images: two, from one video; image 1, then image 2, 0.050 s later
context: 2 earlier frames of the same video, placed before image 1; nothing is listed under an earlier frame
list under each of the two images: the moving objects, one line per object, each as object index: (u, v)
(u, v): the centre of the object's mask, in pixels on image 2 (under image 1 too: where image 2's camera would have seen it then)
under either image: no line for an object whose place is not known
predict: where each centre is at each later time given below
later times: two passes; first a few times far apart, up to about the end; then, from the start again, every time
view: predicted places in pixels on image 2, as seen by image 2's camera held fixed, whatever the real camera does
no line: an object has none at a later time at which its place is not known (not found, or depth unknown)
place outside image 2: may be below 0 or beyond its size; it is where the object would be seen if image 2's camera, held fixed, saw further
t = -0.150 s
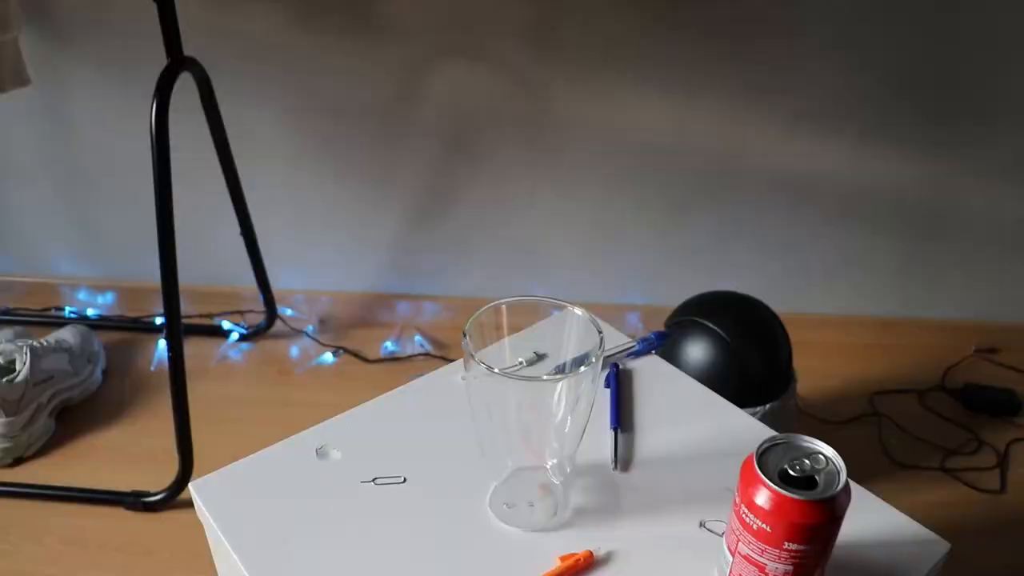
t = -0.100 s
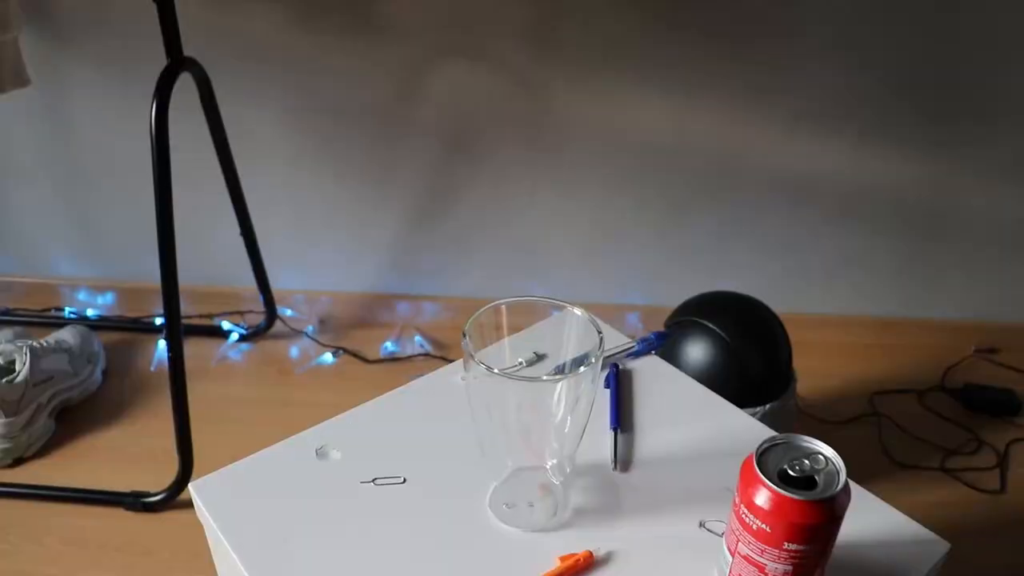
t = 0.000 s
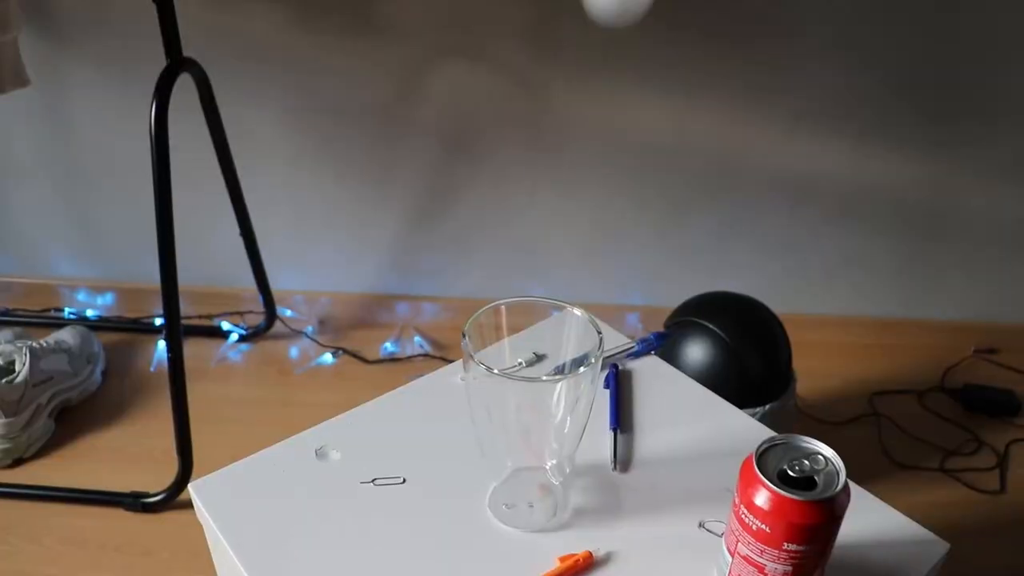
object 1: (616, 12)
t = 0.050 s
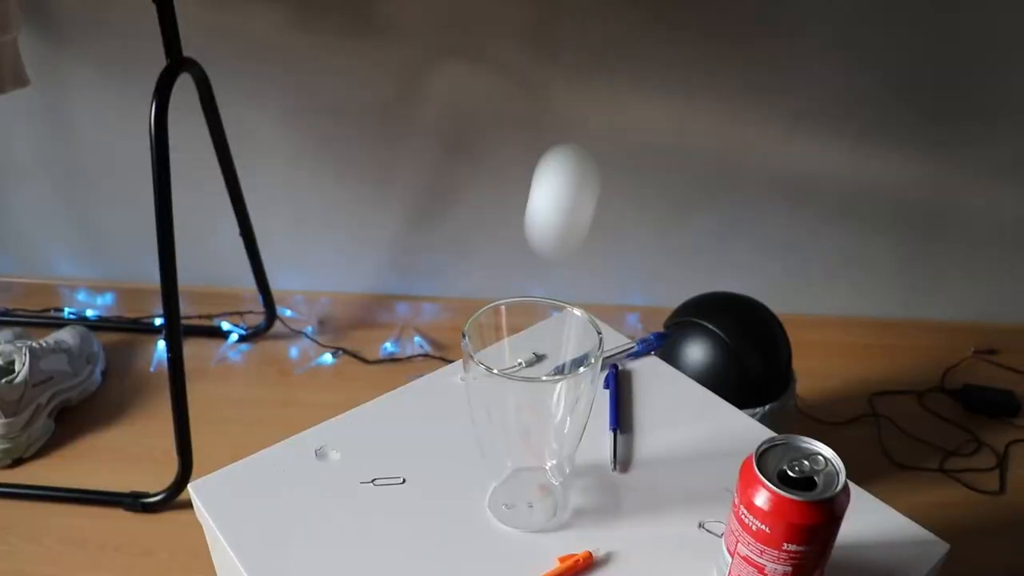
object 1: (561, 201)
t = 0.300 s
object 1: (521, 408)
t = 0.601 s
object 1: (523, 406)
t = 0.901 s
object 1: (520, 421)
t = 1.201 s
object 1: (525, 442)
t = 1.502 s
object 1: (525, 467)
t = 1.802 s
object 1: (528, 463)
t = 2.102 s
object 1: (528, 463)
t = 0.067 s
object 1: (542, 272)
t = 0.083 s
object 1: (520, 340)
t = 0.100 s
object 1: (518, 411)
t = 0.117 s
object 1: (522, 413)
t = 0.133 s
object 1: (534, 407)
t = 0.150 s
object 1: (532, 391)
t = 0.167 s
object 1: (515, 391)
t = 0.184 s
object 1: (520, 394)
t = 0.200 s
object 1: (528, 398)
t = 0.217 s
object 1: (536, 398)
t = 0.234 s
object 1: (539, 392)
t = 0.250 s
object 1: (534, 388)
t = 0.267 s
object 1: (522, 389)
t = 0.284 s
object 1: (517, 399)
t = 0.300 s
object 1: (521, 408)
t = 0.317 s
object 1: (533, 408)
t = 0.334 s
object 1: (538, 405)
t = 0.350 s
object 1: (537, 395)
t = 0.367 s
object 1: (530, 393)
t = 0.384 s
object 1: (520, 396)
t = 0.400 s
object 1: (515, 407)
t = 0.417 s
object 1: (522, 410)
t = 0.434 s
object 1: (532, 410)
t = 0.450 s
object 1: (538, 407)
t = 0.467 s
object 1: (534, 398)
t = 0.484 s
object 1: (525, 396)
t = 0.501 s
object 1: (517, 400)
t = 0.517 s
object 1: (517, 409)
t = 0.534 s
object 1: (525, 414)
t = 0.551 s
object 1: (536, 413)
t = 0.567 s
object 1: (536, 408)
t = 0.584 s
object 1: (532, 405)
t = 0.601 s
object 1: (523, 406)
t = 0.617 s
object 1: (517, 409)
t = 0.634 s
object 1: (521, 414)
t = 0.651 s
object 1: (531, 417)
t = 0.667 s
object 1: (537, 414)
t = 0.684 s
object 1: (533, 410)
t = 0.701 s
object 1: (525, 409)
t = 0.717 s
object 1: (519, 413)
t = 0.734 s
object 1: (521, 418)
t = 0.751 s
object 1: (528, 421)
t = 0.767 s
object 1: (536, 417)
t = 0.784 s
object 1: (532, 412)
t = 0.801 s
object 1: (523, 411)
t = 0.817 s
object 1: (519, 416)
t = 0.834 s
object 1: (524, 424)
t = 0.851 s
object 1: (532, 425)
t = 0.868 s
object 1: (535, 421)
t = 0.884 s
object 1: (528, 418)
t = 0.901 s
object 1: (520, 421)
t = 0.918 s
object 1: (523, 427)
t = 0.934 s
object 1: (531, 428)
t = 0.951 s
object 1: (534, 425)
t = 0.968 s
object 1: (528, 421)
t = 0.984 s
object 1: (522, 426)
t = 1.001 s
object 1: (523, 431)
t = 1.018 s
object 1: (531, 434)
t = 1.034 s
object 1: (533, 431)
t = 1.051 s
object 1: (527, 430)
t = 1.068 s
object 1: (522, 435)
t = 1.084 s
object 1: (525, 438)
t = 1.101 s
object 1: (531, 439)
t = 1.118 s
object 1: (529, 436)
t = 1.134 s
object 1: (523, 438)
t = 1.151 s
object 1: (523, 443)
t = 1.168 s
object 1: (528, 445)
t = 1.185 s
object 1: (528, 442)
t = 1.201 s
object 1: (525, 442)
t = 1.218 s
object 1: (524, 450)
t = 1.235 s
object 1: (528, 452)
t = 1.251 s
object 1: (529, 449)
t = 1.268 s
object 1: (526, 451)
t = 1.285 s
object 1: (524, 455)
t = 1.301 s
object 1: (528, 456)
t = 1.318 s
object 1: (529, 456)
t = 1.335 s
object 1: (525, 458)
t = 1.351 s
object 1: (525, 462)
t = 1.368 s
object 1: (529, 462)
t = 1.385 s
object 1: (527, 462)
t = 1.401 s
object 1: (524, 464)
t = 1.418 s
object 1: (526, 466)
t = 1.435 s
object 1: (528, 465)
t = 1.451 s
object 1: (527, 463)
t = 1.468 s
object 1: (525, 463)
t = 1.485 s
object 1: (524, 465)
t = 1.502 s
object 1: (525, 467)
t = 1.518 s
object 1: (527, 467)
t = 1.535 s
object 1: (528, 466)
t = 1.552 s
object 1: (528, 465)
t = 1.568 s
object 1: (528, 463)
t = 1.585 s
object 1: (528, 463)
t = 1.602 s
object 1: (526, 463)
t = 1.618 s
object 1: (525, 464)
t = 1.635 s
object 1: (524, 464)
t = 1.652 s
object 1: (524, 465)
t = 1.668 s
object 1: (525, 466)
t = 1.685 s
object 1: (526, 466)
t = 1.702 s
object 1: (527, 467)
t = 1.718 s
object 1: (528, 466)
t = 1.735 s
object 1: (528, 465)
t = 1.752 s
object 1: (529, 465)
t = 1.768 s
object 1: (529, 464)
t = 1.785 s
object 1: (528, 463)
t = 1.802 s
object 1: (528, 463)
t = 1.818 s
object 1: (527, 462)
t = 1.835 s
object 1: (526, 462)
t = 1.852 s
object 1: (525, 462)
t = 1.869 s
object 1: (525, 463)
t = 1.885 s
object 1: (524, 463)
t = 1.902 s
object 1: (523, 464)
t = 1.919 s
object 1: (524, 465)
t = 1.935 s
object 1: (524, 466)
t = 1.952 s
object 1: (524, 466)
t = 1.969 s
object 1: (525, 466)
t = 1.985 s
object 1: (526, 466)
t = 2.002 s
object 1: (527, 466)
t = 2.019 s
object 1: (528, 466)
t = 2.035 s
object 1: (528, 465)
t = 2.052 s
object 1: (529, 465)
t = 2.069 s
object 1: (529, 464)
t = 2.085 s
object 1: (529, 463)
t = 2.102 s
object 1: (528, 463)
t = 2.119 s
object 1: (528, 462)
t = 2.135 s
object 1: (528, 462)
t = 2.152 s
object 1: (528, 462)
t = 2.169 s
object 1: (528, 462)
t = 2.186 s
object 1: (527, 462)
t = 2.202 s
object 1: (528, 462)
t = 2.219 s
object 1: (528, 462)
